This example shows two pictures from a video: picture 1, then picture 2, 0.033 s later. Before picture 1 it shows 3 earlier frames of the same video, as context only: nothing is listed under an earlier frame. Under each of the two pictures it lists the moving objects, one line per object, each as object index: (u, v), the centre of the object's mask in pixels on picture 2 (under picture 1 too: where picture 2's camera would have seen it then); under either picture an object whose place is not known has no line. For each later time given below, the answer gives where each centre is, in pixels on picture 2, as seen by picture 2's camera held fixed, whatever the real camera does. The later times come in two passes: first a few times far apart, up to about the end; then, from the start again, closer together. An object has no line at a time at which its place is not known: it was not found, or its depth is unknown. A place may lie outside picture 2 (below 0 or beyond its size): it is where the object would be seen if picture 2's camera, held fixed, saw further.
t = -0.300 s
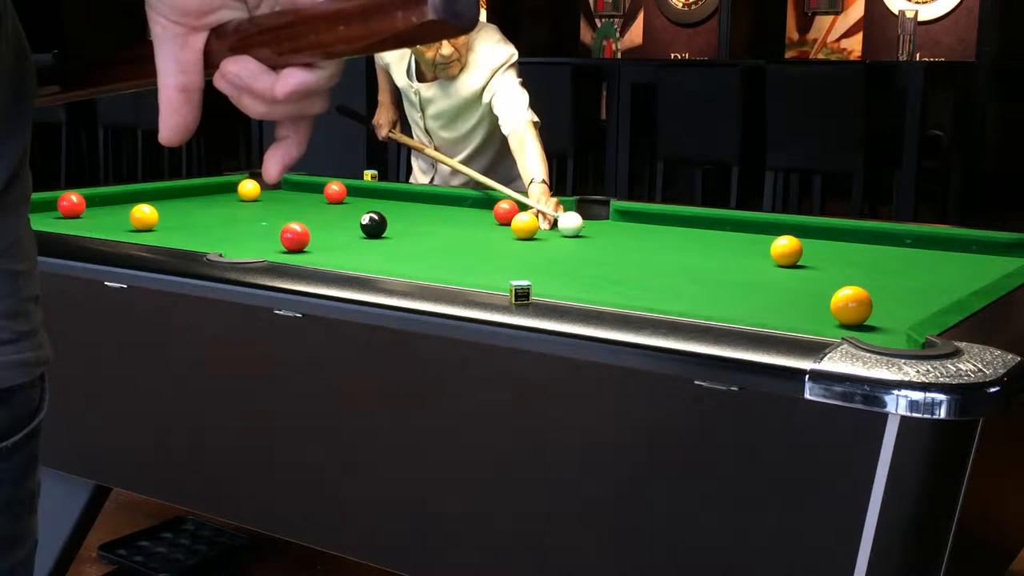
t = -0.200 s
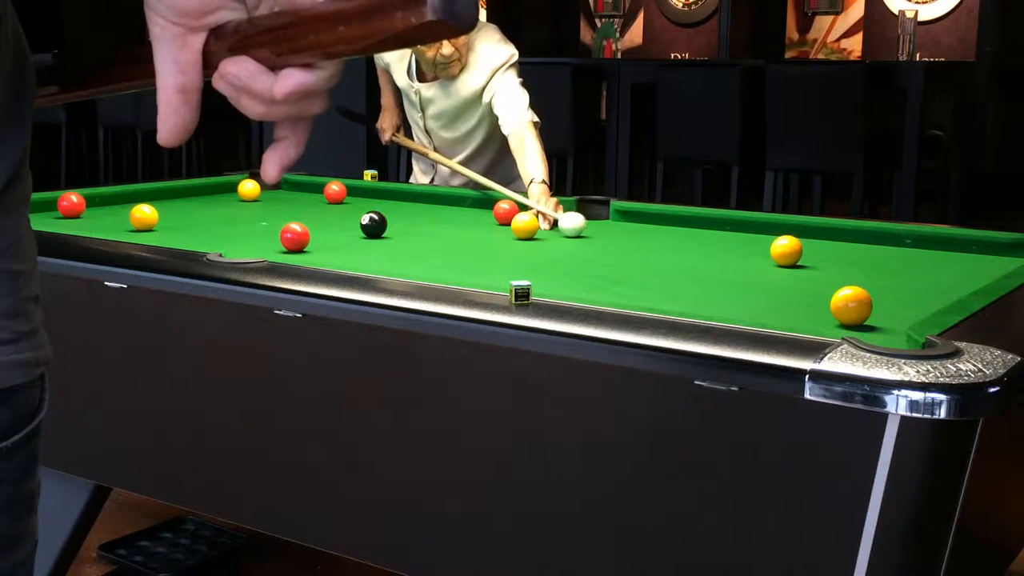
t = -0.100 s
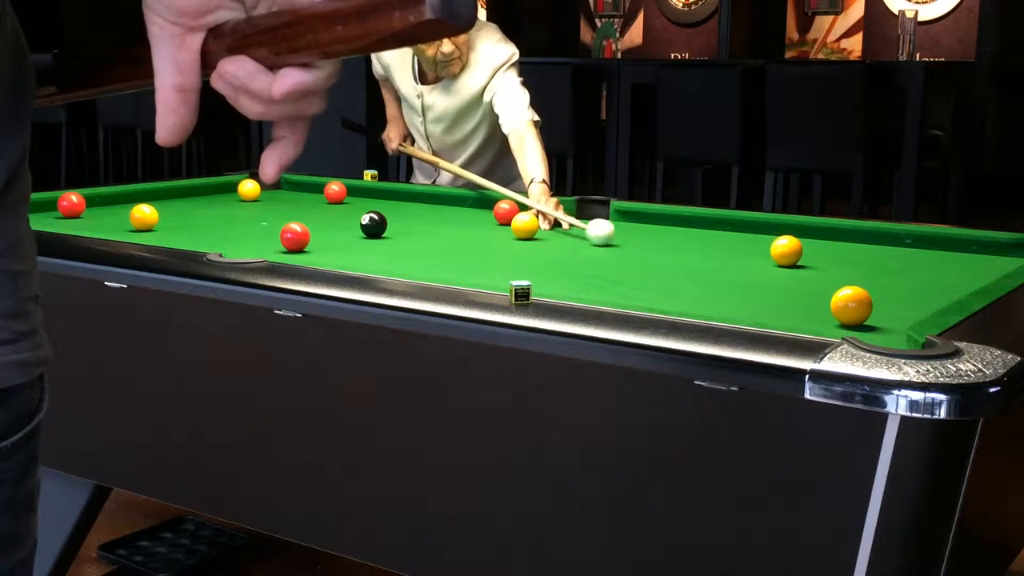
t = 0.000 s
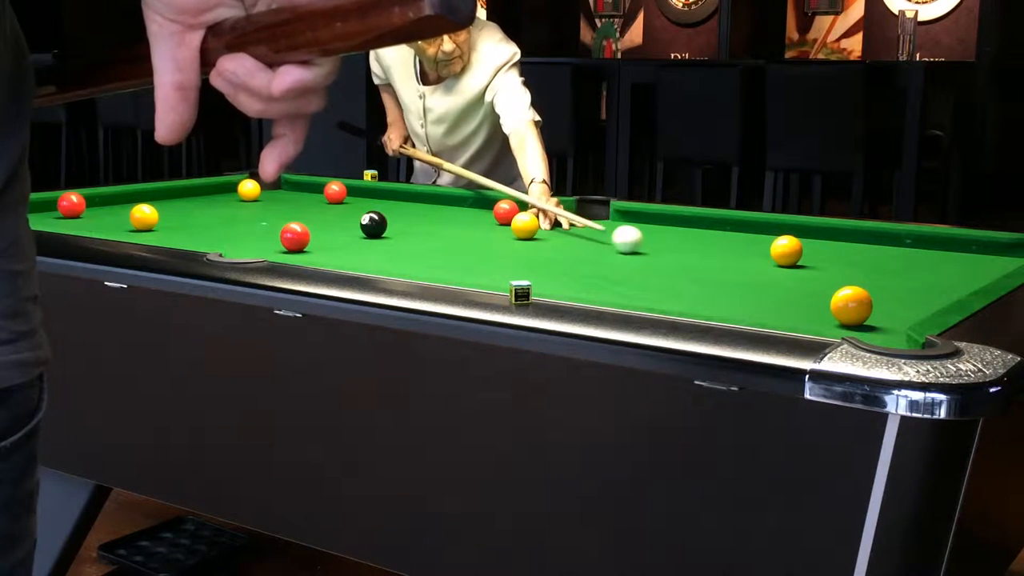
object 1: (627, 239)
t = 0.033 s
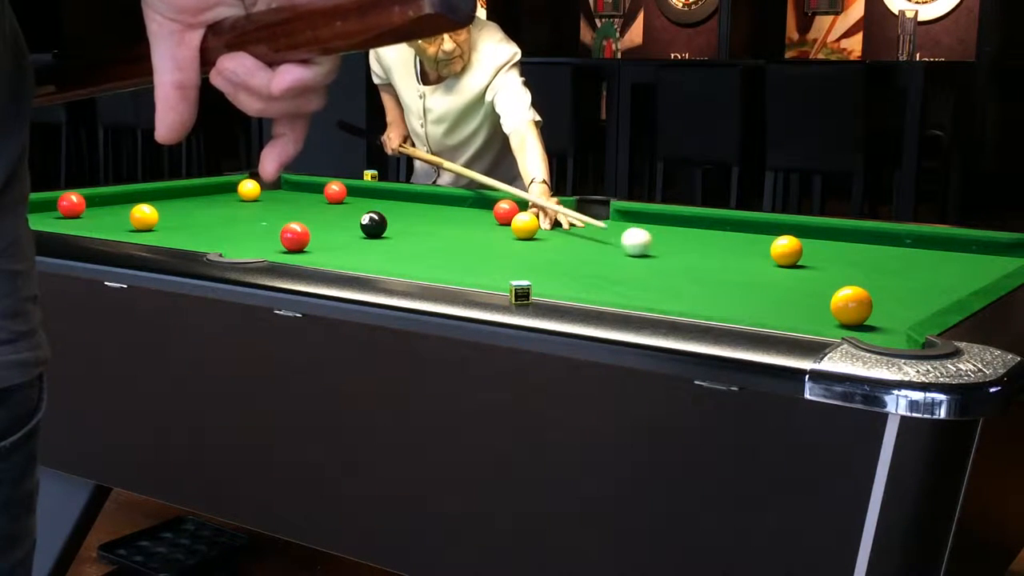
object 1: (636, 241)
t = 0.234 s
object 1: (696, 258)
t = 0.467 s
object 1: (778, 281)
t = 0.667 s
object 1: (870, 293)
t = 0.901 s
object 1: (917, 303)
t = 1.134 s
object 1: (858, 296)
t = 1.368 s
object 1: (807, 288)
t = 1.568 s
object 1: (768, 282)
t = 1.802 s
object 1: (728, 276)
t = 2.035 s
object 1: (694, 271)
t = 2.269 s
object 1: (665, 266)
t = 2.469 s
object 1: (643, 262)
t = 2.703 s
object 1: (622, 259)
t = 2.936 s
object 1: (603, 256)
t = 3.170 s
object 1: (588, 253)
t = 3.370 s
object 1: (577, 251)
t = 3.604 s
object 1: (566, 249)
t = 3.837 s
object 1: (558, 248)
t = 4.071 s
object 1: (552, 247)
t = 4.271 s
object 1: (549, 247)
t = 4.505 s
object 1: (547, 247)
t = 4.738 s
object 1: (547, 247)
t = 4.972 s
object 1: (547, 247)
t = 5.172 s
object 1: (547, 247)
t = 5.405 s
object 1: (547, 247)
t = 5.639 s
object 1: (547, 247)
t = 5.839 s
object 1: (547, 247)
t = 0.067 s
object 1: (645, 244)
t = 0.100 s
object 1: (655, 247)
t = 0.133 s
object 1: (664, 249)
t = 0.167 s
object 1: (674, 252)
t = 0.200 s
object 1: (685, 255)
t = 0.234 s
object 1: (696, 258)
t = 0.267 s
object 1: (706, 261)
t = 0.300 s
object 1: (718, 264)
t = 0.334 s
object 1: (729, 267)
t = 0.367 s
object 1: (741, 270)
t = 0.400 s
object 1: (753, 274)
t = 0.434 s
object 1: (766, 277)
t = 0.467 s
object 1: (778, 281)
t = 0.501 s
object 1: (791, 284)
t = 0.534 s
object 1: (805, 287)
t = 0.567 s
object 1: (817, 290)
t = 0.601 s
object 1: (827, 291)
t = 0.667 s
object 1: (870, 293)
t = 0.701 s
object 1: (881, 299)
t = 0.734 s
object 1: (891, 302)
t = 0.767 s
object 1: (903, 304)
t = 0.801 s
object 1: (917, 303)
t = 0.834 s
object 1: (929, 302)
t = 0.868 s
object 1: (925, 302)
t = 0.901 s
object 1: (917, 303)
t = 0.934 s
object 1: (908, 303)
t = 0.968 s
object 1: (900, 302)
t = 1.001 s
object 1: (892, 301)
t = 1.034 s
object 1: (883, 298)
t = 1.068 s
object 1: (875, 297)
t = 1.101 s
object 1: (867, 296)
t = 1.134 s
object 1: (858, 296)
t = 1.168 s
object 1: (850, 294)
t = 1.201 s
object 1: (843, 293)
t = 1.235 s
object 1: (835, 292)
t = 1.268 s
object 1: (828, 291)
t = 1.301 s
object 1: (821, 290)
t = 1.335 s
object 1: (813, 289)
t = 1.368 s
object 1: (807, 288)
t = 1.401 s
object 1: (800, 287)
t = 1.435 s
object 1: (793, 286)
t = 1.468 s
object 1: (786, 285)
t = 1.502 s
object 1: (780, 284)
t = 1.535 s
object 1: (774, 283)
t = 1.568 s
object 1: (768, 282)
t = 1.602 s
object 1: (762, 281)
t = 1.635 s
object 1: (756, 281)
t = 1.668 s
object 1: (750, 280)
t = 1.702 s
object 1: (744, 279)
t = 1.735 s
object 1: (739, 278)
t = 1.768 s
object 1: (733, 277)
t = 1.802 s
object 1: (728, 276)
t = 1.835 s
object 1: (723, 275)
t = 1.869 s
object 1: (718, 275)
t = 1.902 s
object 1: (713, 274)
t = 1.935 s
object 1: (708, 273)
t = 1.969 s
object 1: (703, 272)
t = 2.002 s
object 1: (699, 271)
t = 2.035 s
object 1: (694, 271)
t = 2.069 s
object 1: (690, 270)
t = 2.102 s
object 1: (685, 269)
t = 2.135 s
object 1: (681, 269)
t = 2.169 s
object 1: (677, 268)
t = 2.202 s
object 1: (673, 267)
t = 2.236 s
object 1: (669, 267)
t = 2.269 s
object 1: (665, 266)
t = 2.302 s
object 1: (661, 265)
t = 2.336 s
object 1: (658, 265)
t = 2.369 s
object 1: (654, 264)
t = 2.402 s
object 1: (650, 264)
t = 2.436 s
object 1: (647, 263)
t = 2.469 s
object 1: (643, 262)
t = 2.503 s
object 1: (640, 262)
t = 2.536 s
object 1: (637, 261)
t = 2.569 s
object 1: (634, 261)
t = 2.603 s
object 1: (631, 260)
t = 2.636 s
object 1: (627, 260)
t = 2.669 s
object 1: (625, 259)
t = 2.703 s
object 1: (622, 259)
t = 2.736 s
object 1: (619, 258)
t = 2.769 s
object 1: (616, 258)
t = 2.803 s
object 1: (613, 258)
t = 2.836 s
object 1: (610, 257)
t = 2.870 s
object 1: (608, 257)
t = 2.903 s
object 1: (605, 256)
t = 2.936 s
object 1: (603, 256)
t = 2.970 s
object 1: (601, 255)
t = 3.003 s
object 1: (598, 255)
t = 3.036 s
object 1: (596, 255)
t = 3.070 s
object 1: (594, 254)
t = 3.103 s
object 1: (592, 254)
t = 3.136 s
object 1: (590, 254)
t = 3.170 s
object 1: (588, 253)
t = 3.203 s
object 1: (586, 253)
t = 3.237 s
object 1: (584, 252)
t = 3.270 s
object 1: (582, 252)
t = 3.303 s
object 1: (580, 252)
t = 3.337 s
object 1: (578, 251)
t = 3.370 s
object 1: (577, 251)
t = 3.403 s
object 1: (575, 251)
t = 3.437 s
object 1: (574, 251)
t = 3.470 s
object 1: (572, 250)
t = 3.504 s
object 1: (571, 250)
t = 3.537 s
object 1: (569, 250)
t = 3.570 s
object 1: (567, 250)
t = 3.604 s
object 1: (566, 249)
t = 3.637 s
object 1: (565, 249)
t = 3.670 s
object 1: (564, 249)
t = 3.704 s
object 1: (562, 249)
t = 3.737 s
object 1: (561, 248)
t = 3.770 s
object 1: (560, 248)
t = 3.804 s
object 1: (559, 248)
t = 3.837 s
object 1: (558, 248)
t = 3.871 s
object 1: (557, 248)
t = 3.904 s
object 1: (556, 248)
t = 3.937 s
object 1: (555, 248)
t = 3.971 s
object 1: (554, 247)
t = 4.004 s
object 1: (554, 248)
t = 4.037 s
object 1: (553, 247)
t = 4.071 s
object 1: (552, 247)
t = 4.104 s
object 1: (552, 247)
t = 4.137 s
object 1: (551, 247)
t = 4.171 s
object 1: (551, 247)
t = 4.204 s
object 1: (550, 247)
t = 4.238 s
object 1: (549, 247)
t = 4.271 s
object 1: (549, 247)
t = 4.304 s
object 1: (549, 247)
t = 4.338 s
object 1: (548, 247)
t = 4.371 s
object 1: (548, 247)
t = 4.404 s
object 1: (547, 247)
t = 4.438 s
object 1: (547, 247)
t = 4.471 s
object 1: (547, 247)
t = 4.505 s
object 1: (547, 247)
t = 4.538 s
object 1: (547, 247)
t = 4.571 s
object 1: (546, 247)
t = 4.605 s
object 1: (547, 247)
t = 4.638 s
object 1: (547, 247)
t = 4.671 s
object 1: (546, 247)
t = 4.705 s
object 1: (547, 247)
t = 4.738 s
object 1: (547, 247)
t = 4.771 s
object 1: (547, 247)
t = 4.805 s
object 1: (547, 247)
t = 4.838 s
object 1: (547, 247)
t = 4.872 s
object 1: (547, 247)
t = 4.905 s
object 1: (547, 247)
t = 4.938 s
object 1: (547, 247)
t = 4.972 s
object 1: (547, 247)
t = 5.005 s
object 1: (547, 247)
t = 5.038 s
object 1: (547, 247)
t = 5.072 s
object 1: (547, 247)
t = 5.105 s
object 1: (547, 247)
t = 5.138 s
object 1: (547, 247)
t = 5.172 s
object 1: (547, 247)
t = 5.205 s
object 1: (547, 247)
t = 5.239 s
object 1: (547, 247)
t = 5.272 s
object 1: (547, 247)
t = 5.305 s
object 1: (547, 247)
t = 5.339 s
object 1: (547, 247)
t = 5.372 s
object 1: (547, 247)
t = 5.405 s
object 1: (547, 247)
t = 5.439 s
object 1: (547, 247)
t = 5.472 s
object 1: (547, 247)
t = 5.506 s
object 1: (547, 247)
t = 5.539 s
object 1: (547, 247)
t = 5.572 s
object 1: (547, 247)
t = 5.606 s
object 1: (547, 247)
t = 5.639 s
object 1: (547, 247)
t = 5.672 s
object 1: (547, 247)
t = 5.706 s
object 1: (547, 247)
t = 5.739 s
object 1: (547, 247)
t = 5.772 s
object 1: (547, 247)
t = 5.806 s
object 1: (547, 247)
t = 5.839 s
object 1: (547, 247)
